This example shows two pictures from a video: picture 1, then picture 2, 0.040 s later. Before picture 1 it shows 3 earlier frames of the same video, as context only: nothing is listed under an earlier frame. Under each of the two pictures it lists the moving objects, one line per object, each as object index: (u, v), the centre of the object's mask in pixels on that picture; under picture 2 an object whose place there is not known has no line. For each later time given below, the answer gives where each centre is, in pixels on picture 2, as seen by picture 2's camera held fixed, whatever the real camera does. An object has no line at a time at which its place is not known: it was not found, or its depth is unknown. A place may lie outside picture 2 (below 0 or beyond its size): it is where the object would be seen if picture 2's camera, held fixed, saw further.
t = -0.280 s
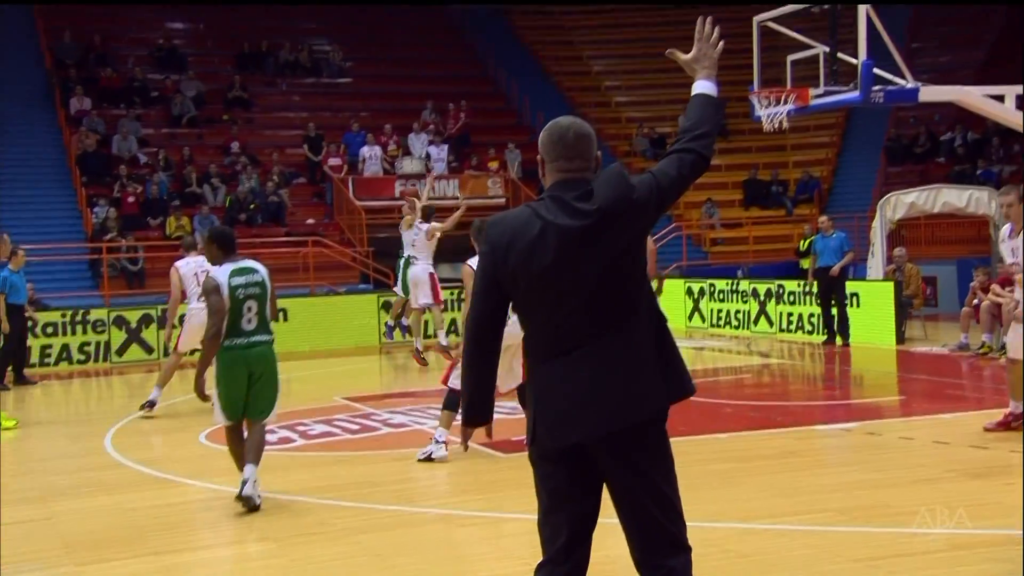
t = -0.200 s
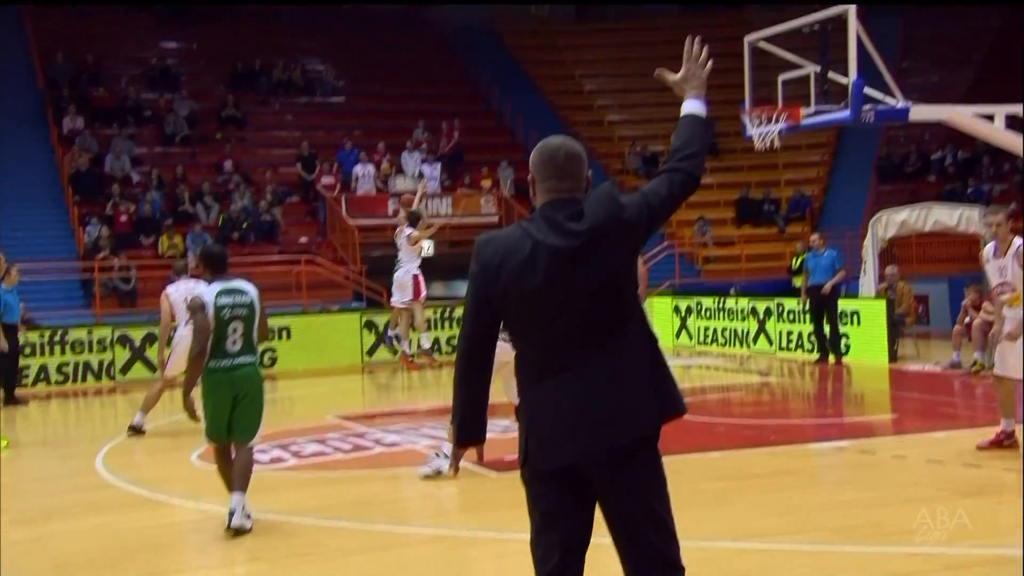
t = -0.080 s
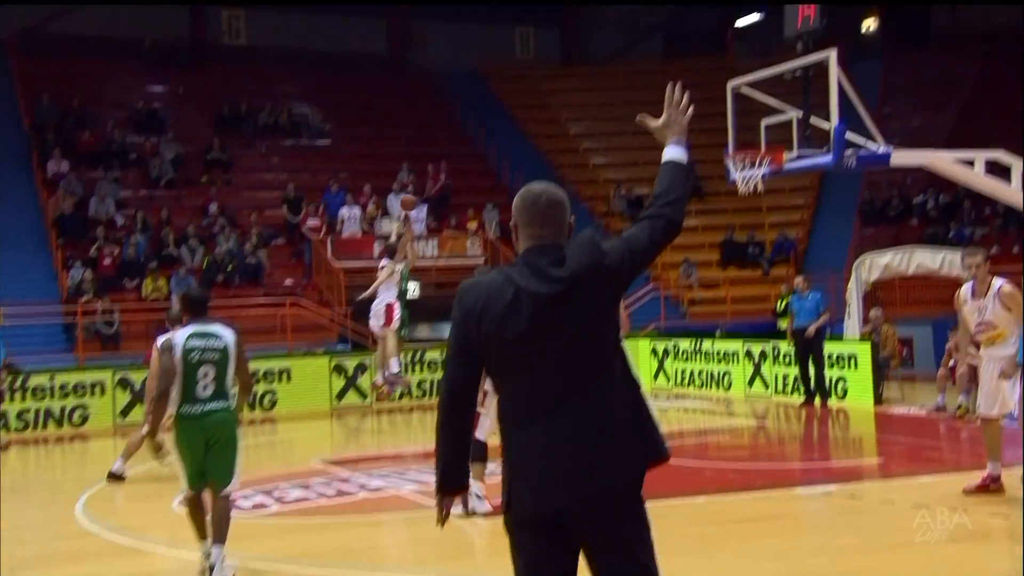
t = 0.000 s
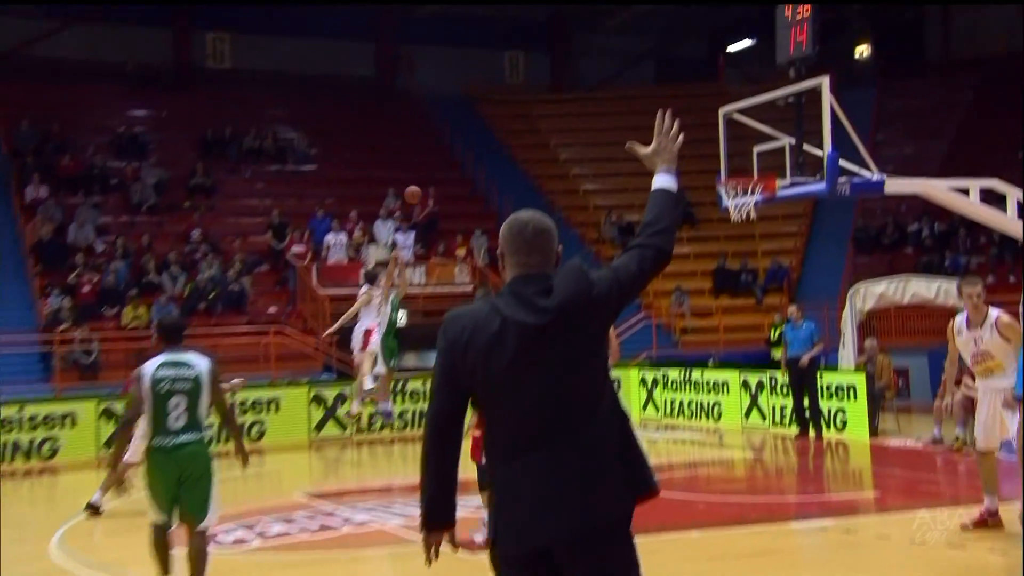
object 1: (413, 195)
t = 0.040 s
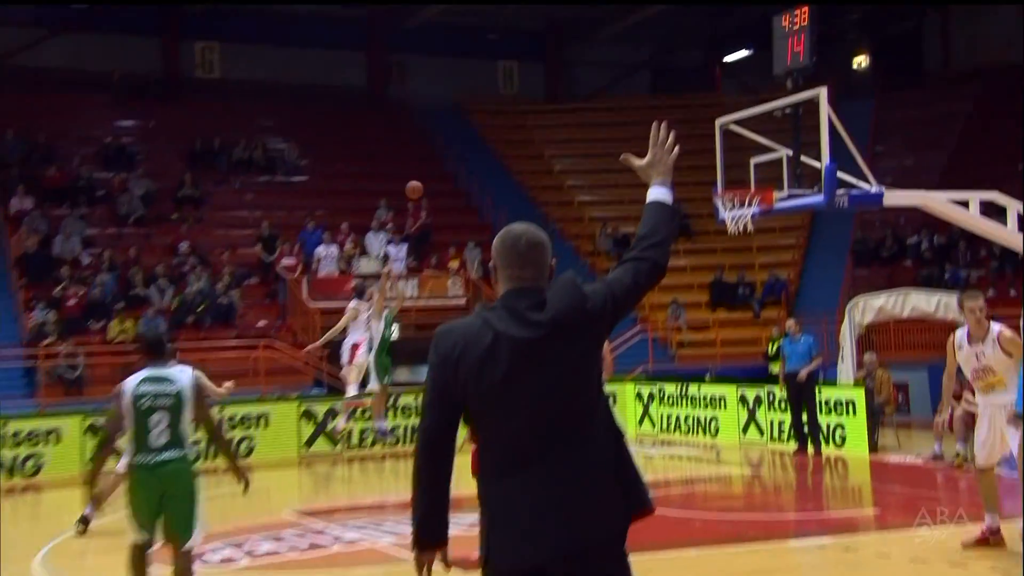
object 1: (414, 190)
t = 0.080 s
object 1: (424, 174)
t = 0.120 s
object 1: (434, 159)
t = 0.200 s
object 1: (455, 133)
